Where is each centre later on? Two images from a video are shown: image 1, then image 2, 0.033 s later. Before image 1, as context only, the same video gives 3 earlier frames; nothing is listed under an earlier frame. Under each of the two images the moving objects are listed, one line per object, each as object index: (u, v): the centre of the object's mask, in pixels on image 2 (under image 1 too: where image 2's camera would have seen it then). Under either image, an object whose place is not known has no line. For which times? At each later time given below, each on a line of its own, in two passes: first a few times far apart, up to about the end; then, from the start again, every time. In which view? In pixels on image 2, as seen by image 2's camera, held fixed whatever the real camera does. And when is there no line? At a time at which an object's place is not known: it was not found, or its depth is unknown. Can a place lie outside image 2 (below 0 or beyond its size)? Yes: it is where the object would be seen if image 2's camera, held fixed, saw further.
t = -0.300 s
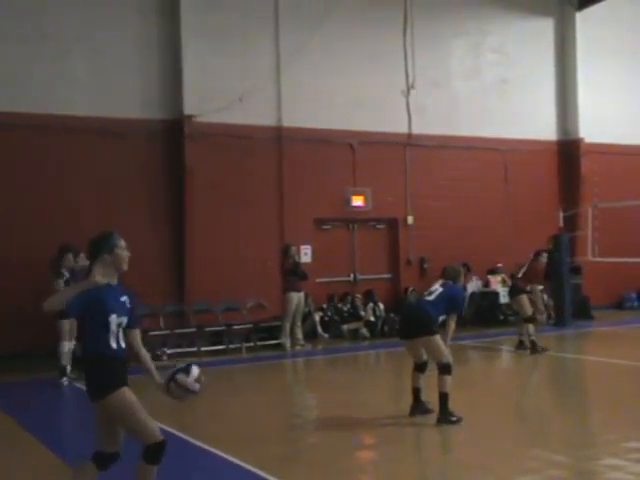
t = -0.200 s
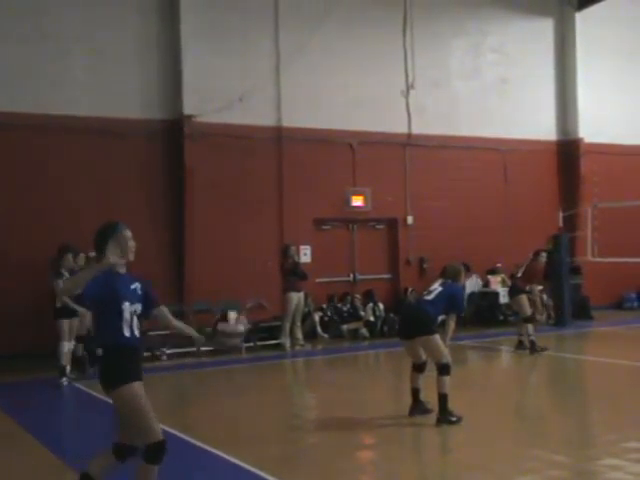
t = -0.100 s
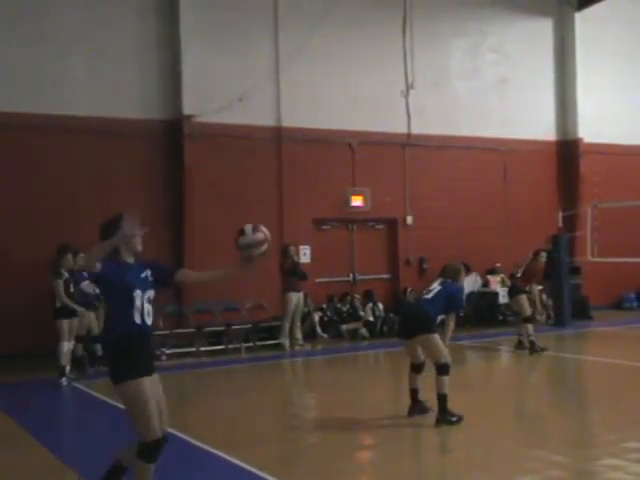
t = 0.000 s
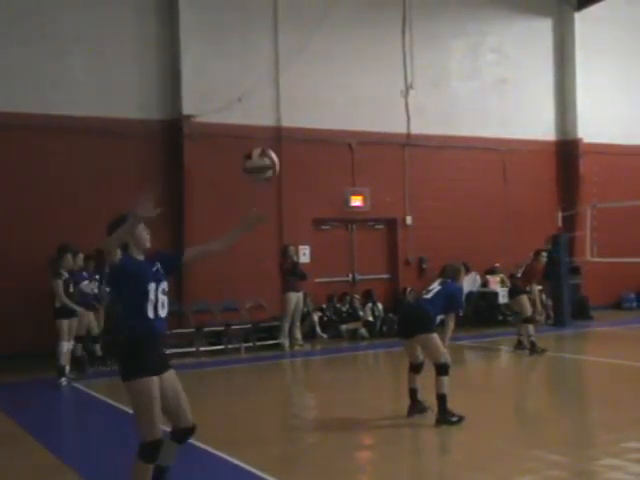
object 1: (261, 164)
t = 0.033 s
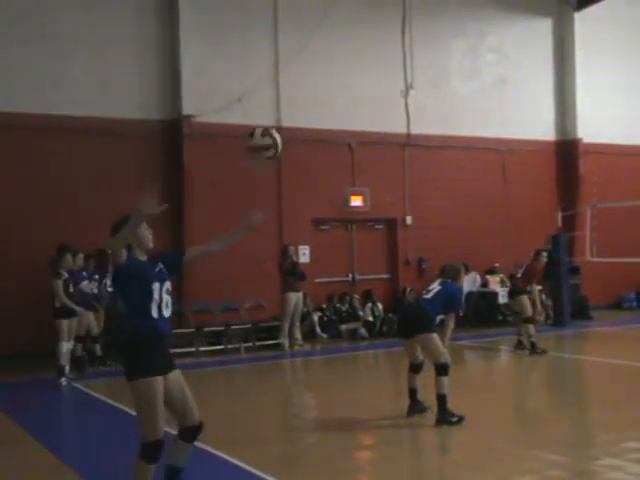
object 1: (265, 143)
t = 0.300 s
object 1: (287, 44)
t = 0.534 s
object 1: (307, 55)
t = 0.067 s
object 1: (265, 123)
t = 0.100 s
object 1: (267, 107)
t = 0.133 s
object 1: (271, 92)
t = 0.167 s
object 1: (274, 78)
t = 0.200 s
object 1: (277, 67)
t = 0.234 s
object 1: (281, 57)
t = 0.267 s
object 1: (284, 50)
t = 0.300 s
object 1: (287, 44)
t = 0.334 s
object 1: (291, 40)
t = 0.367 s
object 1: (293, 38)
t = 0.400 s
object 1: (296, 38)
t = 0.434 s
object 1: (299, 39)
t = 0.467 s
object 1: (301, 43)
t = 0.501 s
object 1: (303, 47)
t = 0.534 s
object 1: (307, 55)
